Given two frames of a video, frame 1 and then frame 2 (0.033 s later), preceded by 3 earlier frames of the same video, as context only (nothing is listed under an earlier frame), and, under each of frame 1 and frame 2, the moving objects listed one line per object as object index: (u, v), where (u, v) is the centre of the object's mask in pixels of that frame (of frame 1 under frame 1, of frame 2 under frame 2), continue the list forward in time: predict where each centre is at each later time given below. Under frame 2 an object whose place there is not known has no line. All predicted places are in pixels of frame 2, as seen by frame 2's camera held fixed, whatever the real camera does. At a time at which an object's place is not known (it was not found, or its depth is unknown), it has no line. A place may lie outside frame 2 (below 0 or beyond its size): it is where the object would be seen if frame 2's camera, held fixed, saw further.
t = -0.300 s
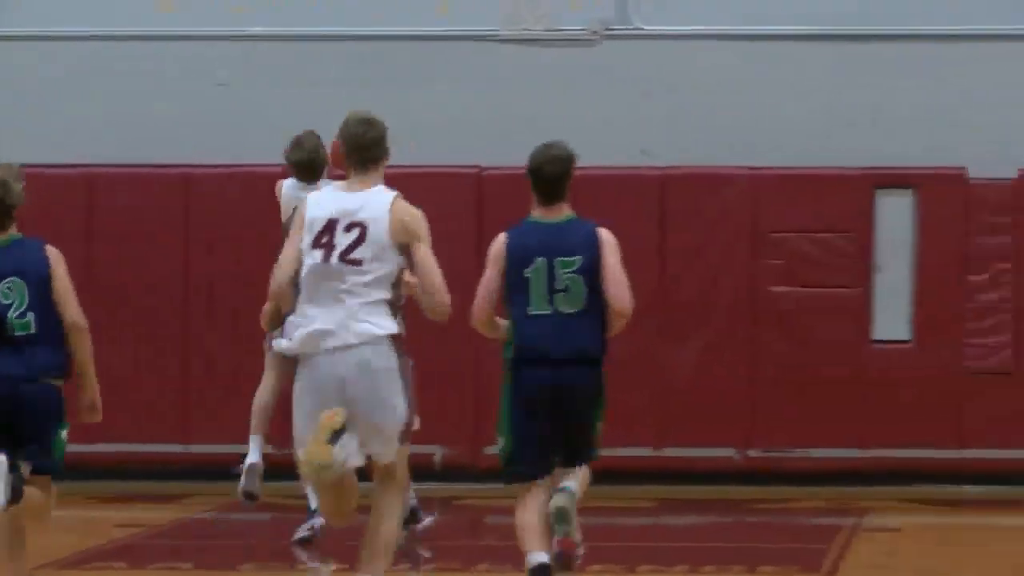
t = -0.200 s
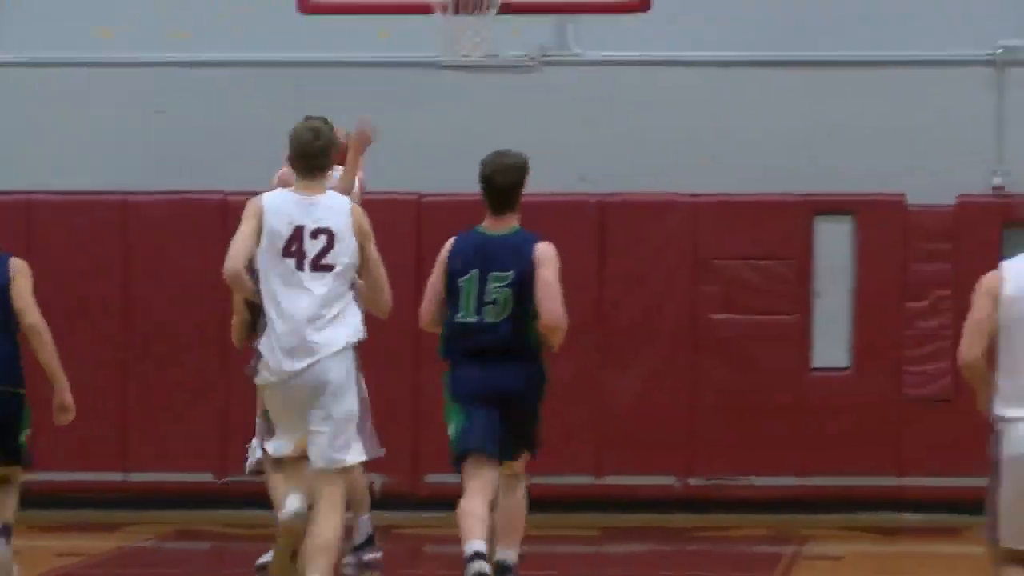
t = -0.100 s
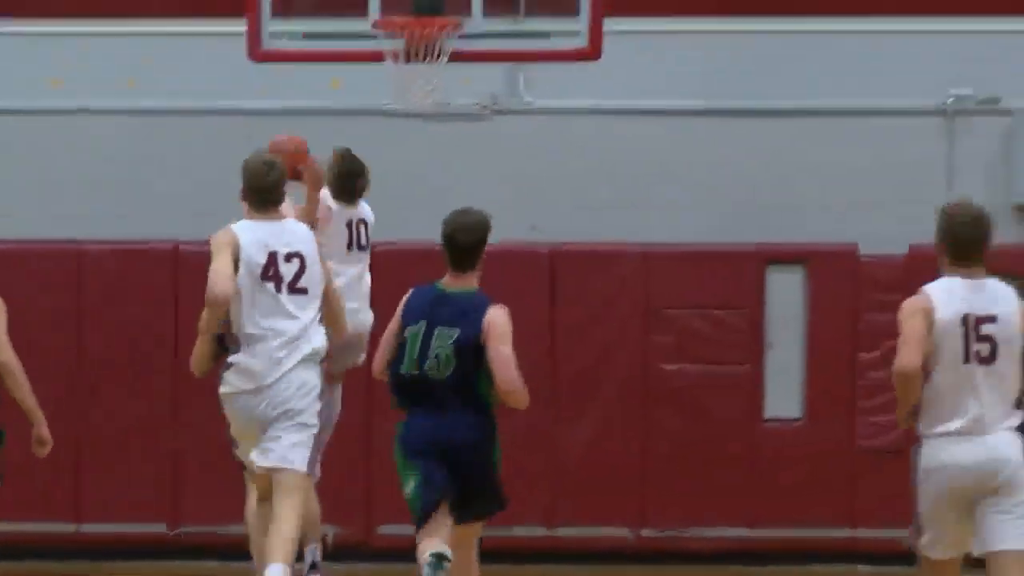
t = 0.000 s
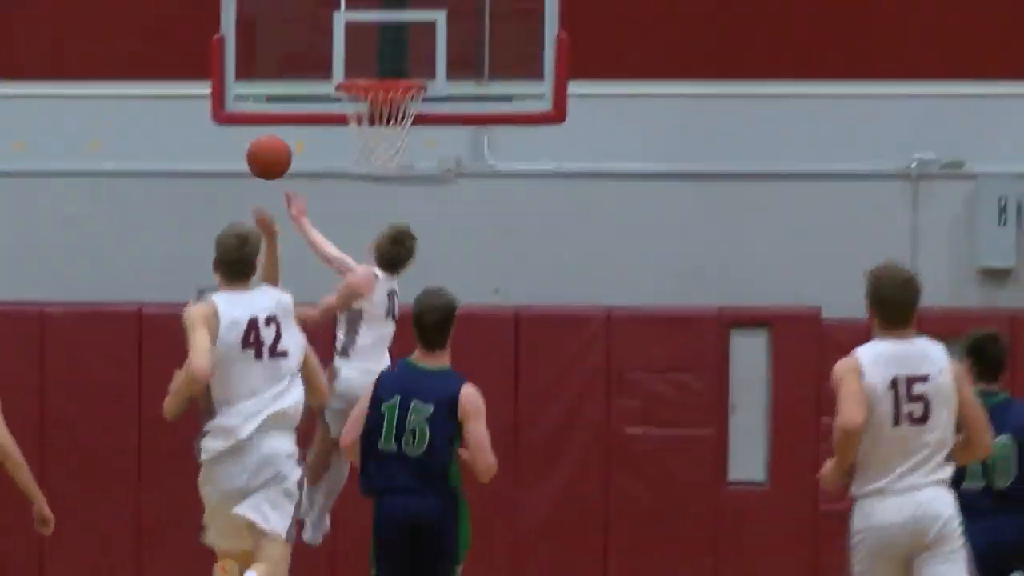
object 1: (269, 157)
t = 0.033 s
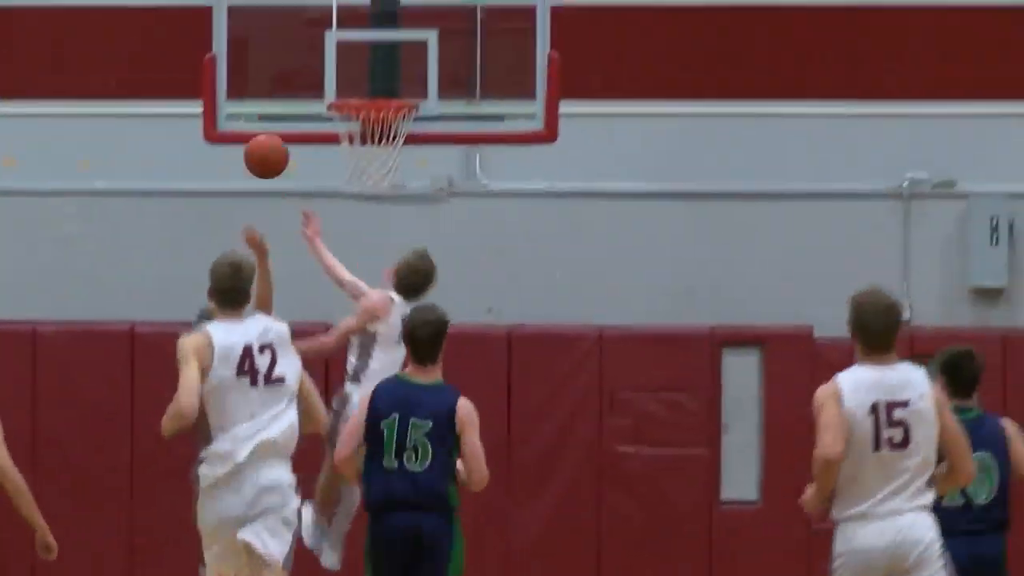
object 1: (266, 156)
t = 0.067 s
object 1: (271, 139)
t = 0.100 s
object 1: (277, 123)
